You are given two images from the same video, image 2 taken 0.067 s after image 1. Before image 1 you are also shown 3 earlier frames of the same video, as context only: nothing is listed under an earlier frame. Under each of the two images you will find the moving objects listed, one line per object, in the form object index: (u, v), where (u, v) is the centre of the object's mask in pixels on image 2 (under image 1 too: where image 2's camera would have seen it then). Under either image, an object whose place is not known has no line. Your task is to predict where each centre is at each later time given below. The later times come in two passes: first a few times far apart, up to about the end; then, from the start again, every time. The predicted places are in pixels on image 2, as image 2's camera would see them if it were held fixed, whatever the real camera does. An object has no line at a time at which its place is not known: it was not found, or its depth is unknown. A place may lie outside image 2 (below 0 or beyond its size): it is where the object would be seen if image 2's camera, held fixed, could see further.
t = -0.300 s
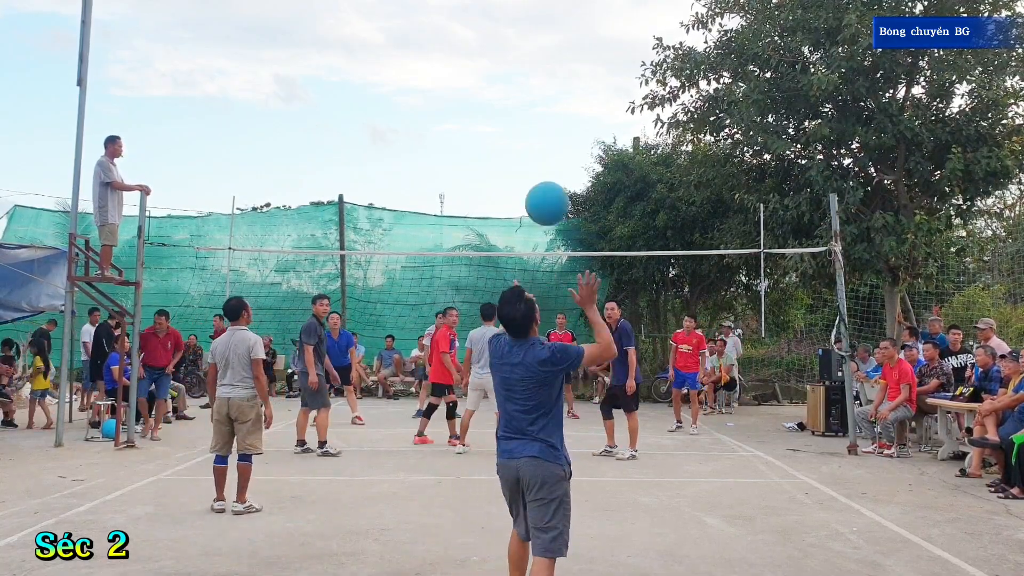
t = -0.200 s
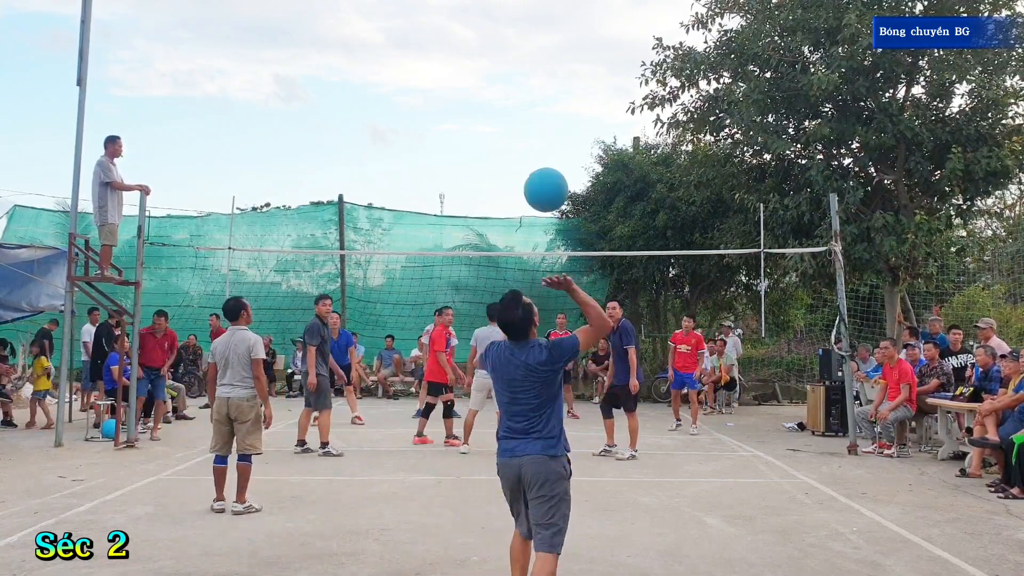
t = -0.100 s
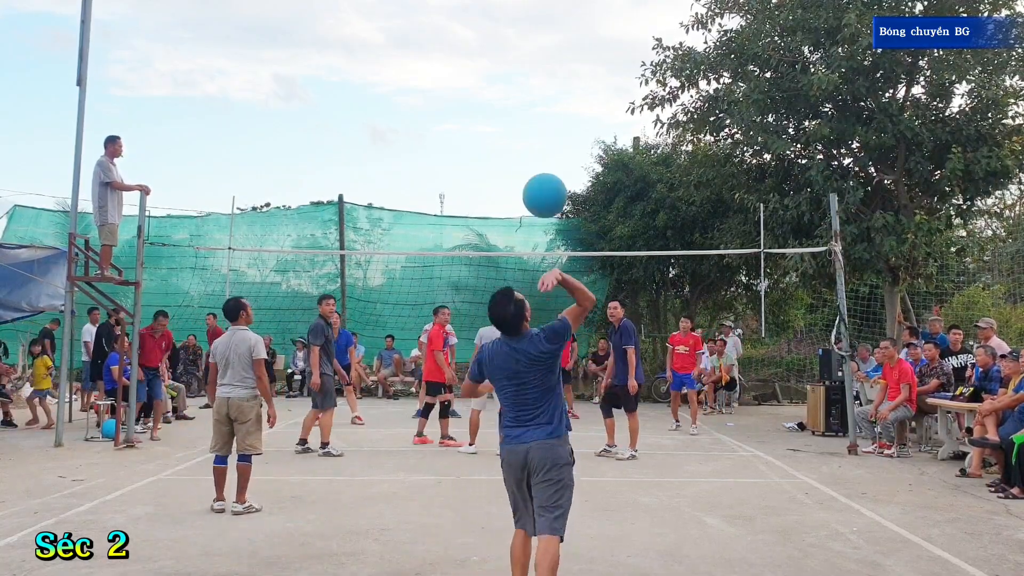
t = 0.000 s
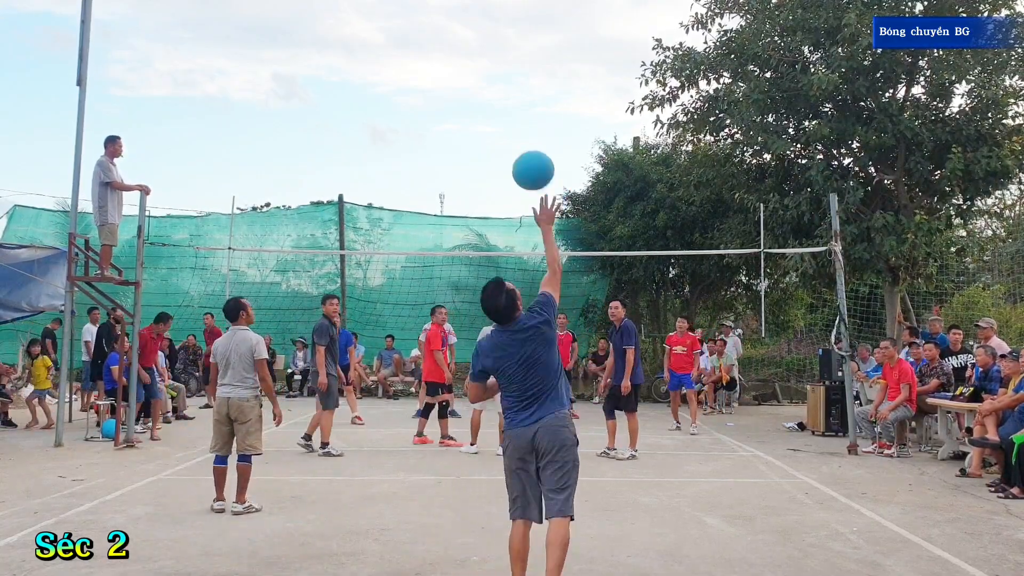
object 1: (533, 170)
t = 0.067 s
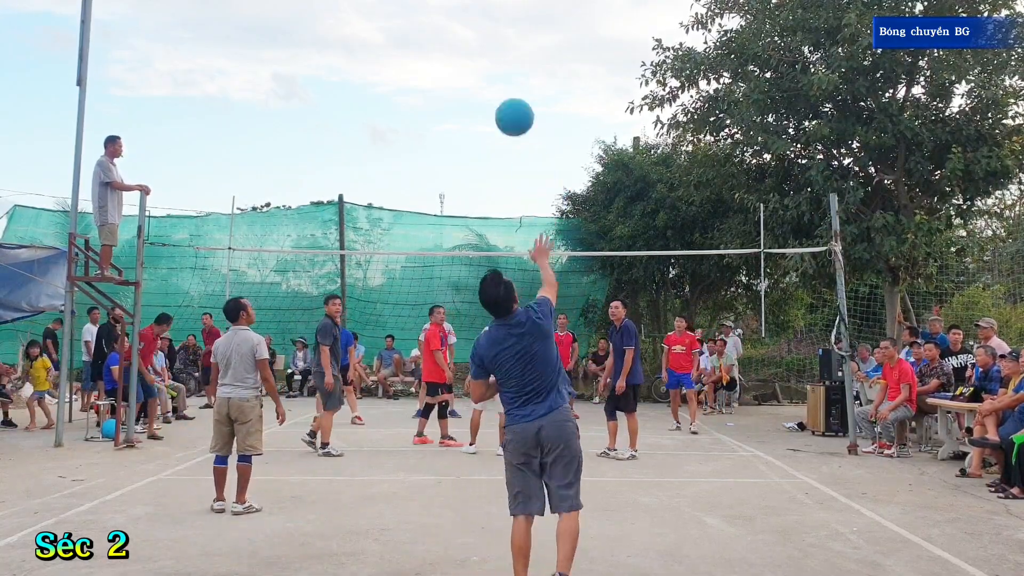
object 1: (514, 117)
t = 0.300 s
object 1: (473, 34)
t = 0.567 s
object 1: (447, 50)
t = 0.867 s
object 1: (431, 146)
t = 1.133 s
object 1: (425, 265)
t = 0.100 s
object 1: (506, 97)
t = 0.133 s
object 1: (499, 80)
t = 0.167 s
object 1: (492, 67)
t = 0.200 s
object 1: (487, 56)
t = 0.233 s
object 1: (481, 47)
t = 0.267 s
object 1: (477, 40)
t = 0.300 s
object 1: (473, 34)
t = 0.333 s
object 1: (469, 31)
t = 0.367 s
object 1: (465, 29)
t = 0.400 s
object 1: (462, 30)
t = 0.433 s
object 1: (459, 31)
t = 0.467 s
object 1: (455, 34)
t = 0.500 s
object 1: (453, 39)
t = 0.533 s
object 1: (450, 44)
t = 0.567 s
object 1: (447, 50)
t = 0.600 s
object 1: (445, 58)
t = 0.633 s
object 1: (443, 66)
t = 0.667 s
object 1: (441, 76)
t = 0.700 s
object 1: (439, 86)
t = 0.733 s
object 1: (436, 97)
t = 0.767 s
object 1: (435, 108)
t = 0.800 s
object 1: (433, 120)
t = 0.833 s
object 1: (432, 133)
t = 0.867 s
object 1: (431, 146)
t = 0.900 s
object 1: (429, 159)
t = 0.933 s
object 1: (428, 173)
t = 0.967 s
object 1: (428, 188)
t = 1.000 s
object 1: (427, 203)
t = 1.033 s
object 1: (426, 218)
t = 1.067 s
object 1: (426, 234)
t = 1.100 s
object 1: (425, 247)
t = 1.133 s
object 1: (425, 265)
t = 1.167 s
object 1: (425, 283)
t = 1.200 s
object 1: (425, 299)
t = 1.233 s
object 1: (424, 317)
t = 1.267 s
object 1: (424, 332)
